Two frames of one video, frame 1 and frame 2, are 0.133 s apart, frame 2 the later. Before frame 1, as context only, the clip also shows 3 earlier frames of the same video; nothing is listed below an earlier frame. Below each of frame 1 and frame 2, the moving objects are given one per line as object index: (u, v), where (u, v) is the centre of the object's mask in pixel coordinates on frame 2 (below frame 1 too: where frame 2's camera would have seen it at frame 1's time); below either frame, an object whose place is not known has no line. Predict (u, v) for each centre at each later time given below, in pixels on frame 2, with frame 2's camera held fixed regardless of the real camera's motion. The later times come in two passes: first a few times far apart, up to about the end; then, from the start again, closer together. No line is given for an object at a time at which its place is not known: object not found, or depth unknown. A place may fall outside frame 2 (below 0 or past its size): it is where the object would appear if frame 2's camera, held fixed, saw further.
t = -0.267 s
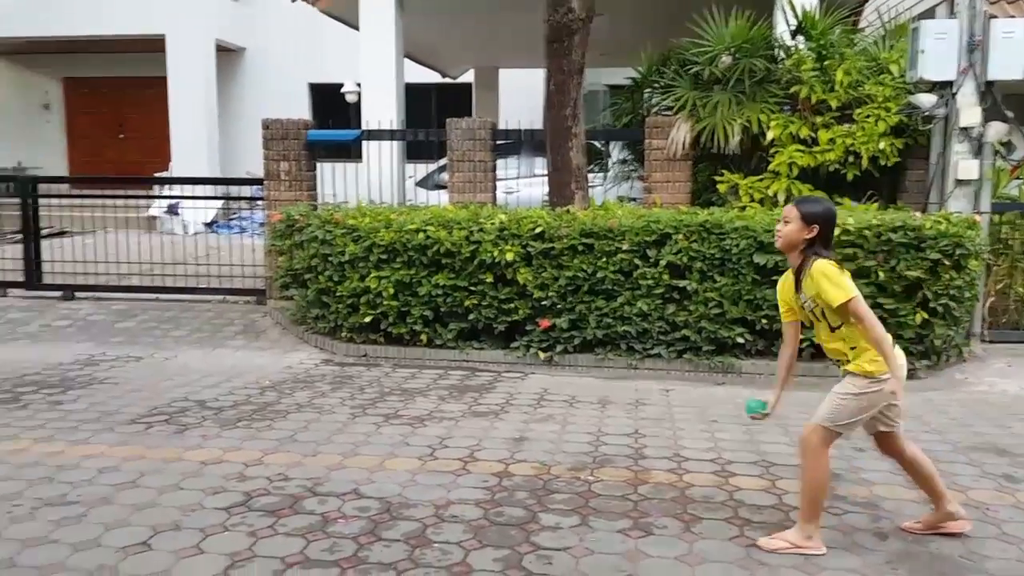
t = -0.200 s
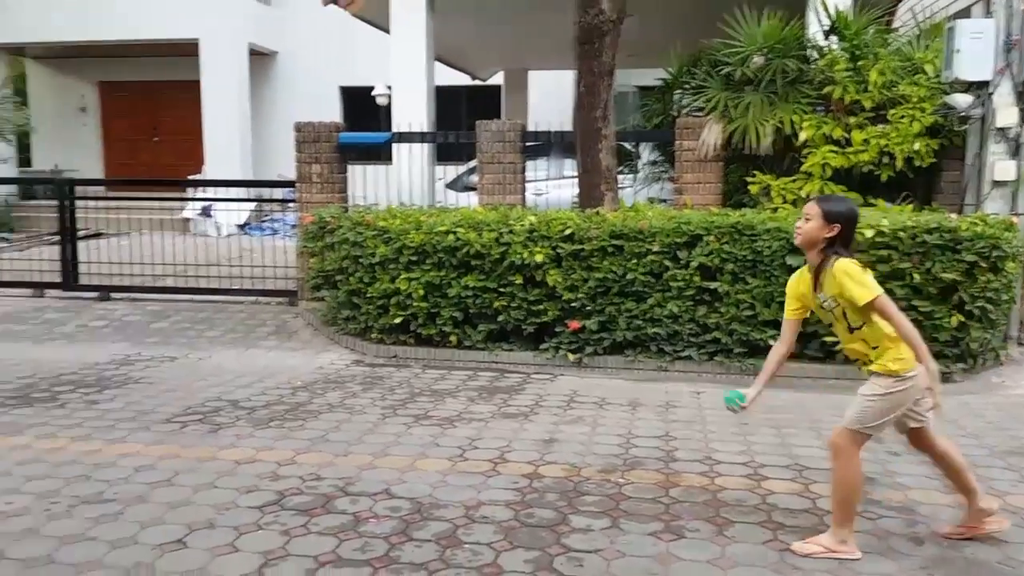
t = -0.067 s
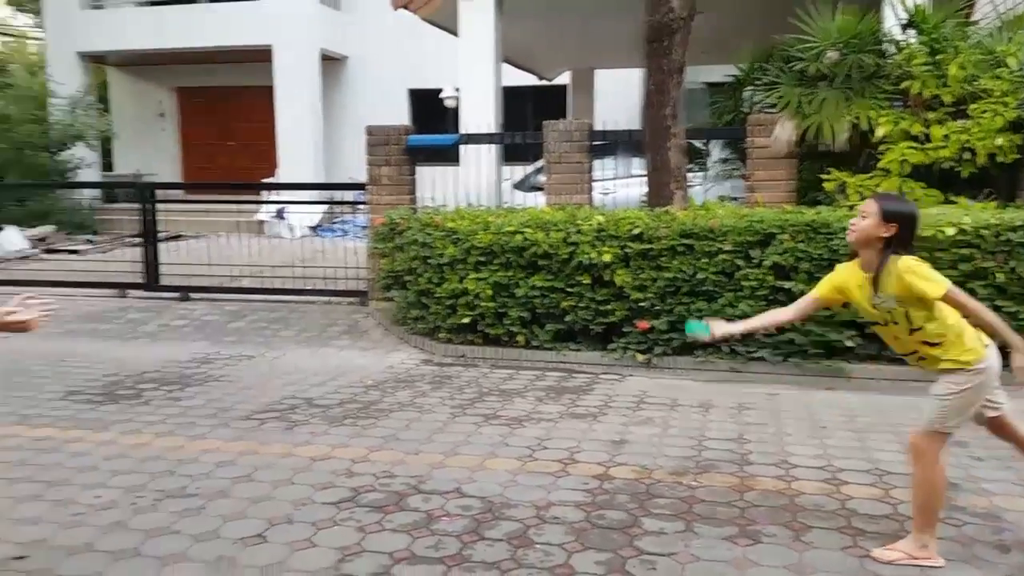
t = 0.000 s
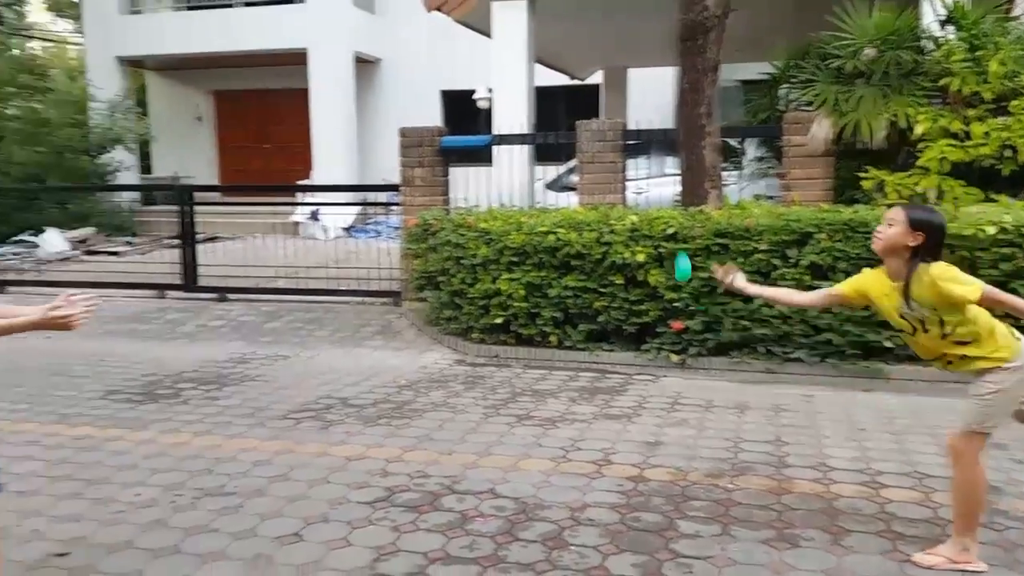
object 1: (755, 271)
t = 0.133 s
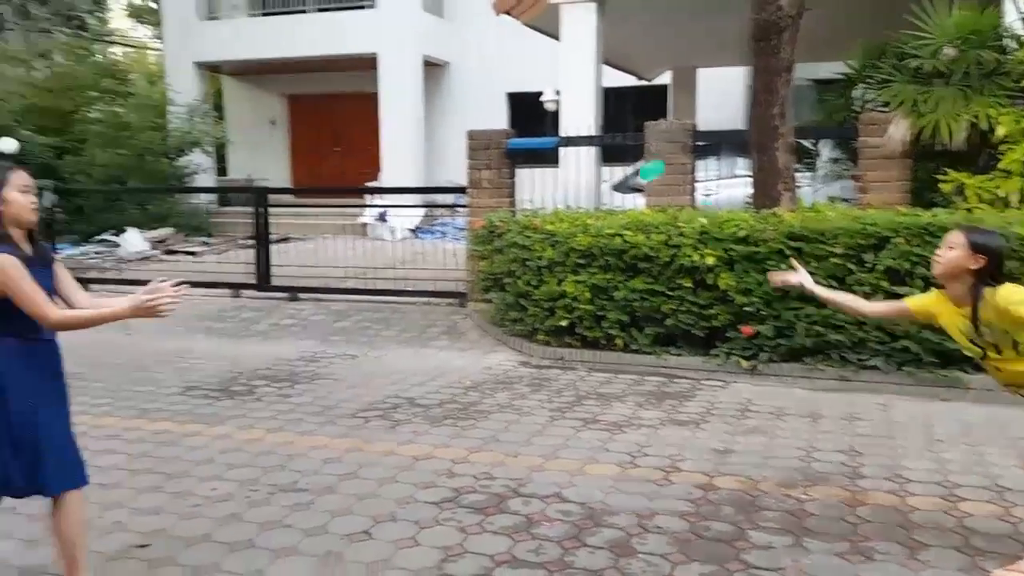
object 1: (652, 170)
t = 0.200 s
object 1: (598, 139)
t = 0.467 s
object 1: (386, 136)
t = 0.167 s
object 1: (625, 153)
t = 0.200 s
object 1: (598, 139)
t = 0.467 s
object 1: (386, 136)
